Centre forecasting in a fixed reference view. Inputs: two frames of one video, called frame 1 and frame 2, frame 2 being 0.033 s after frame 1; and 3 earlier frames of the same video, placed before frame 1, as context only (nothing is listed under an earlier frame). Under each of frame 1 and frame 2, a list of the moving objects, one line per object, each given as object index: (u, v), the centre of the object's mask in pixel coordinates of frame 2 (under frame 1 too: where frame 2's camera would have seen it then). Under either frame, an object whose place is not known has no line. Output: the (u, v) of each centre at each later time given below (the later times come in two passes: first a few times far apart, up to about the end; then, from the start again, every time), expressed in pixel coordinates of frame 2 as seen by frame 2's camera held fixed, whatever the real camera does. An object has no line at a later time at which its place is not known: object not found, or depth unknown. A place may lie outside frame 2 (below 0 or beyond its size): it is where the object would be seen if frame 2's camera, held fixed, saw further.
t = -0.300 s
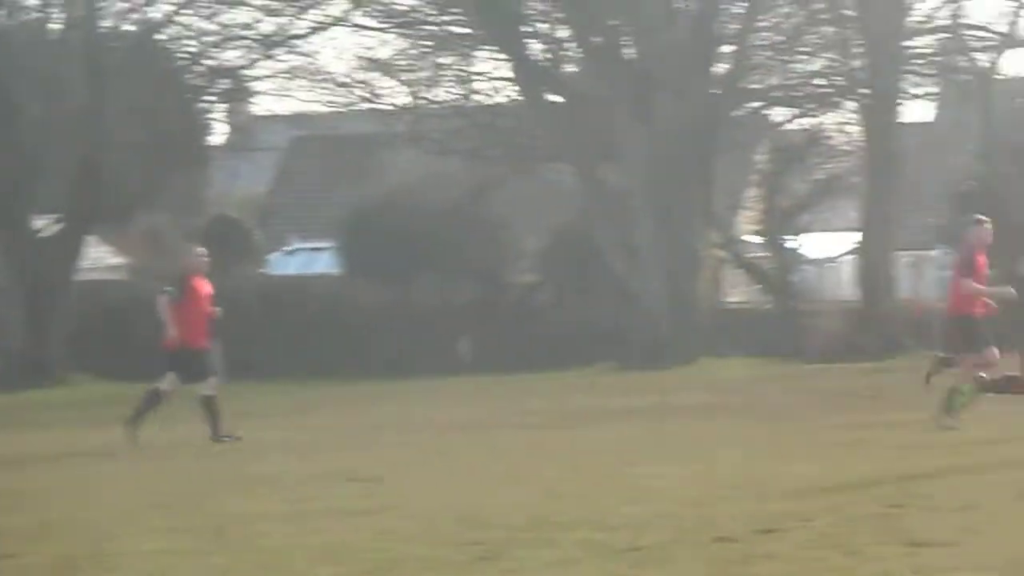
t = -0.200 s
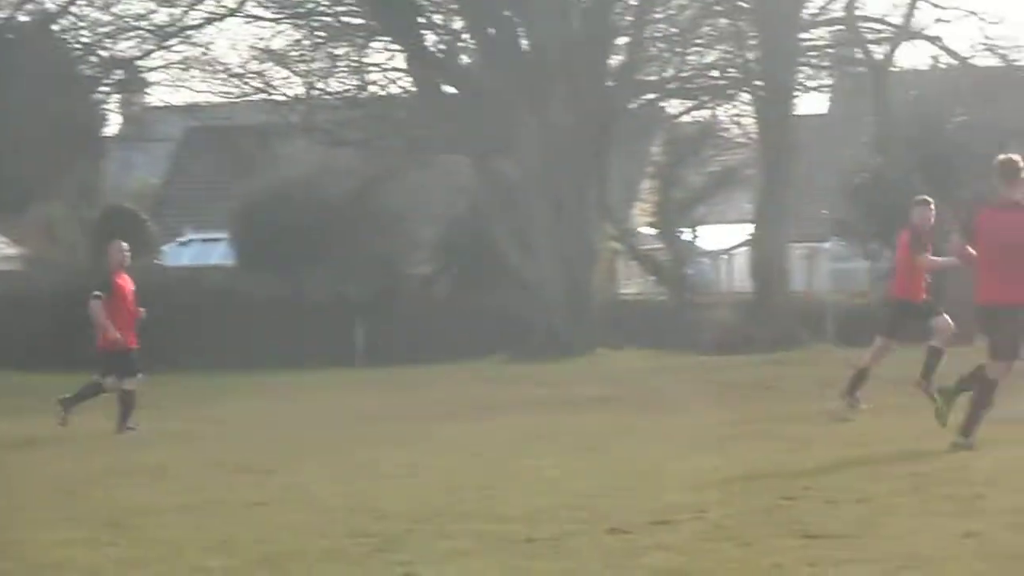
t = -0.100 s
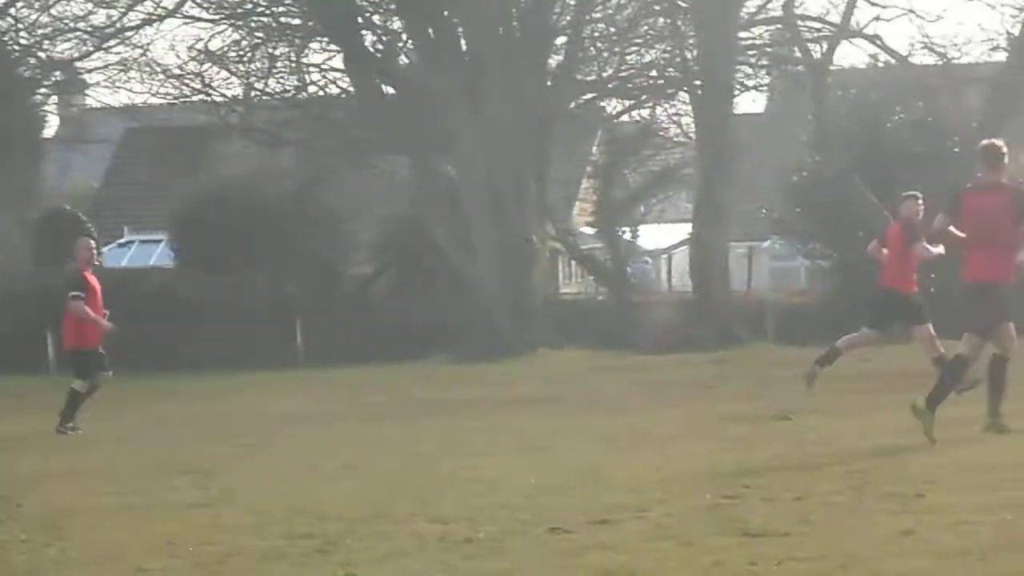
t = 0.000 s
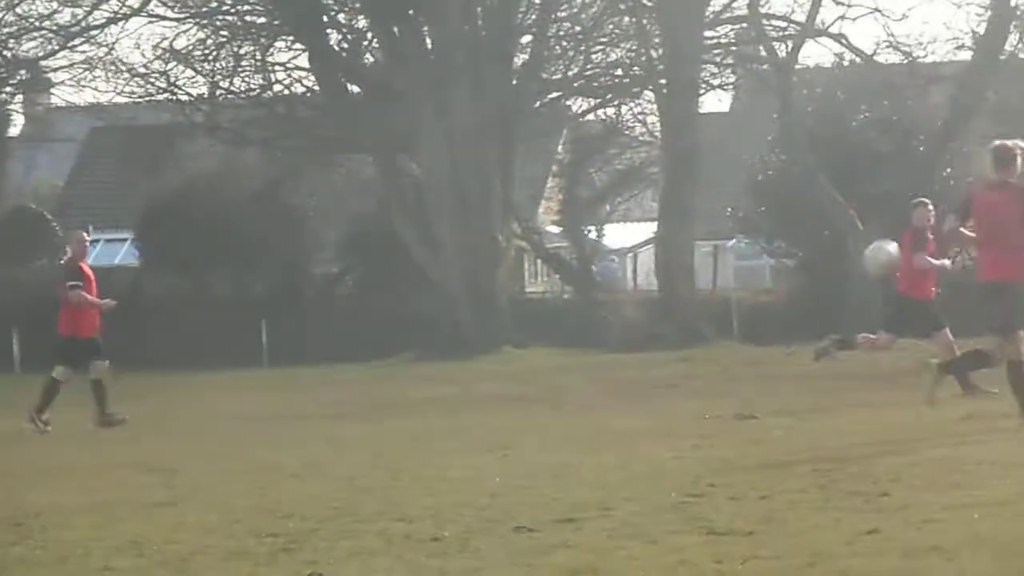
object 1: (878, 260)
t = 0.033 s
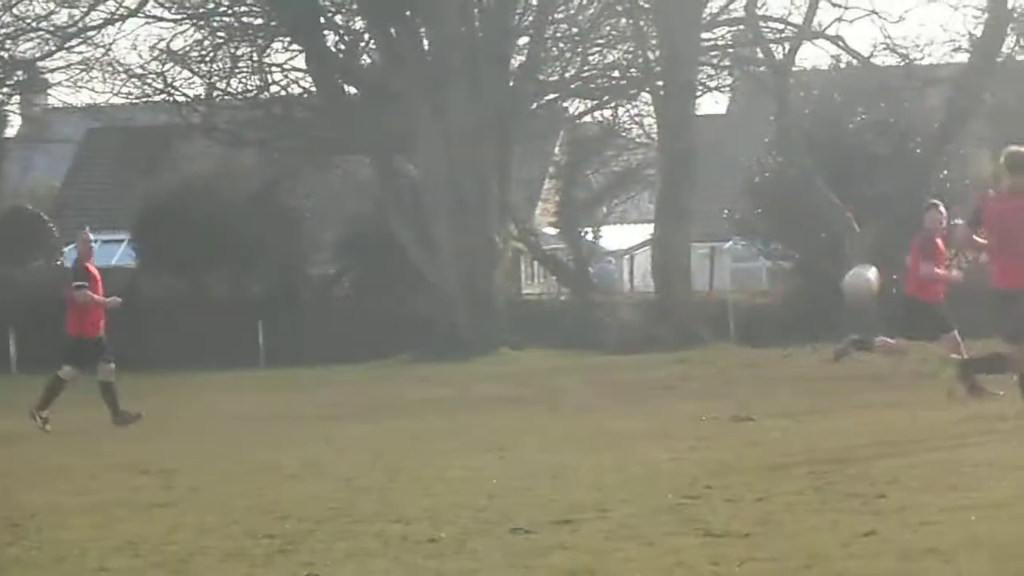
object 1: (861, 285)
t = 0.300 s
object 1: (735, 390)
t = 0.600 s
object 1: (614, 315)
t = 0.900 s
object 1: (503, 403)
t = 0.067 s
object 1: (844, 312)
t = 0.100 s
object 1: (826, 339)
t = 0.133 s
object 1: (809, 367)
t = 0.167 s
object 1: (793, 400)
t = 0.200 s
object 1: (777, 436)
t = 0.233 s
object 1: (765, 428)
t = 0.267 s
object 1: (749, 408)
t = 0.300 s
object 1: (735, 390)
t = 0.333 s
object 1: (721, 373)
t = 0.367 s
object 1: (707, 358)
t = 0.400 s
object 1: (694, 347)
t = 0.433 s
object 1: (680, 339)
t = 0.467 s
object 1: (666, 329)
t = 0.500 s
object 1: (653, 321)
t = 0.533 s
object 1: (639, 318)
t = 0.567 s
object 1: (626, 315)
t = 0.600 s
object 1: (614, 315)
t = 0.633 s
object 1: (602, 316)
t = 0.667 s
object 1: (588, 317)
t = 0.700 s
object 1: (577, 323)
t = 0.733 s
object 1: (565, 331)
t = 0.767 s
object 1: (552, 339)
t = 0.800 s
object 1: (540, 353)
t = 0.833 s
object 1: (528, 367)
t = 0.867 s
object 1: (516, 383)
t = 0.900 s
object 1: (503, 403)
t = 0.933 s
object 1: (492, 424)
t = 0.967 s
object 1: (479, 447)
